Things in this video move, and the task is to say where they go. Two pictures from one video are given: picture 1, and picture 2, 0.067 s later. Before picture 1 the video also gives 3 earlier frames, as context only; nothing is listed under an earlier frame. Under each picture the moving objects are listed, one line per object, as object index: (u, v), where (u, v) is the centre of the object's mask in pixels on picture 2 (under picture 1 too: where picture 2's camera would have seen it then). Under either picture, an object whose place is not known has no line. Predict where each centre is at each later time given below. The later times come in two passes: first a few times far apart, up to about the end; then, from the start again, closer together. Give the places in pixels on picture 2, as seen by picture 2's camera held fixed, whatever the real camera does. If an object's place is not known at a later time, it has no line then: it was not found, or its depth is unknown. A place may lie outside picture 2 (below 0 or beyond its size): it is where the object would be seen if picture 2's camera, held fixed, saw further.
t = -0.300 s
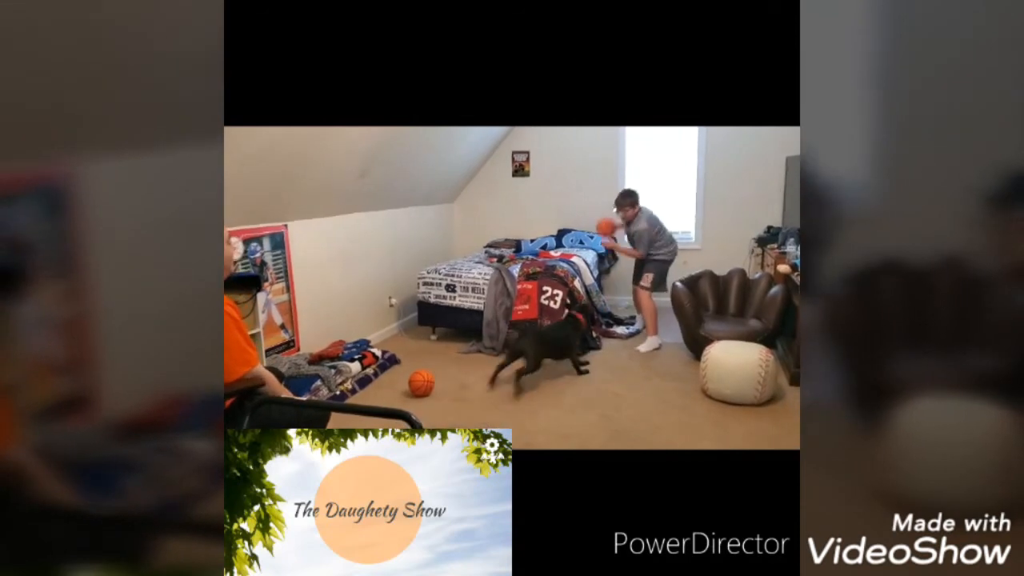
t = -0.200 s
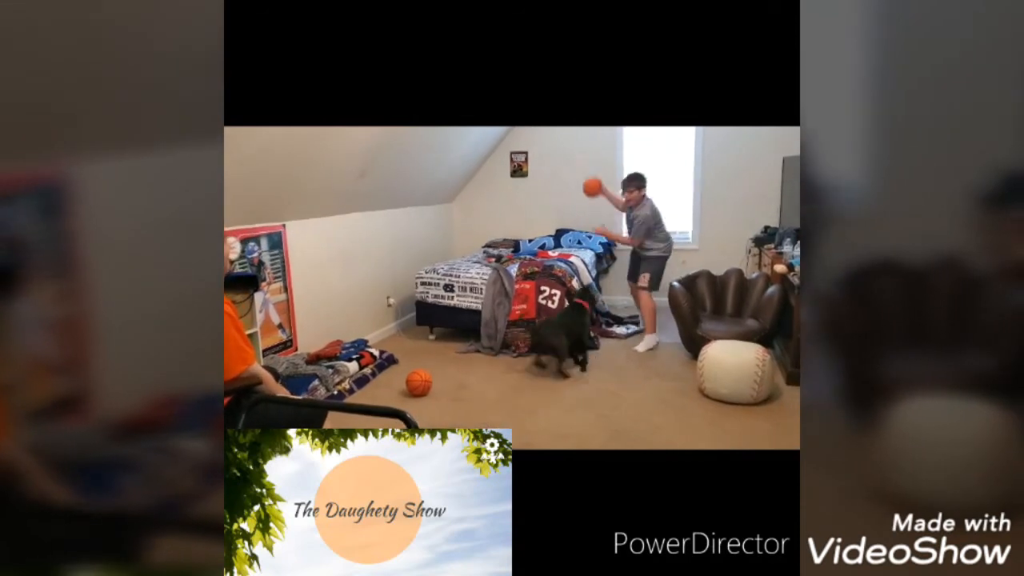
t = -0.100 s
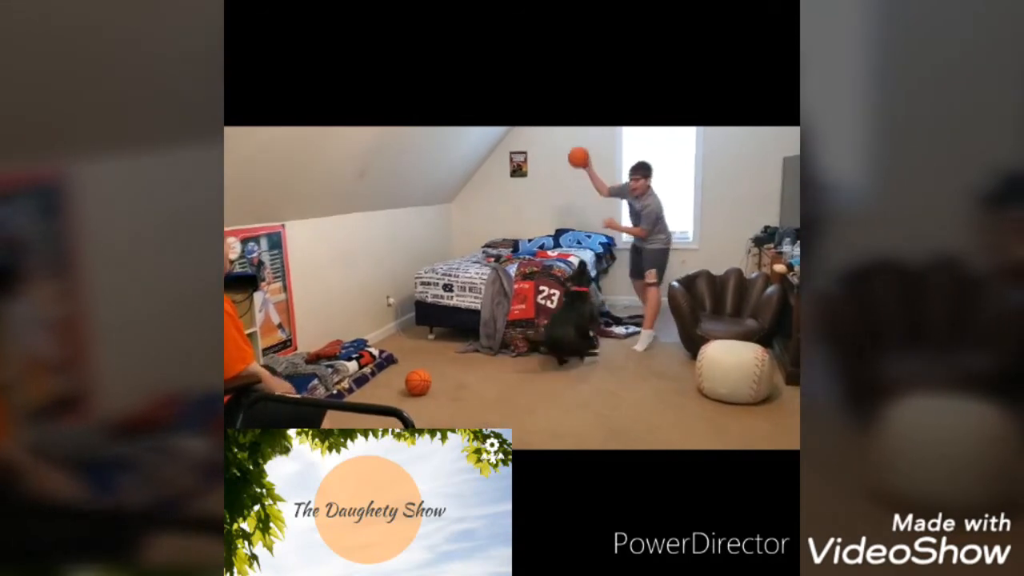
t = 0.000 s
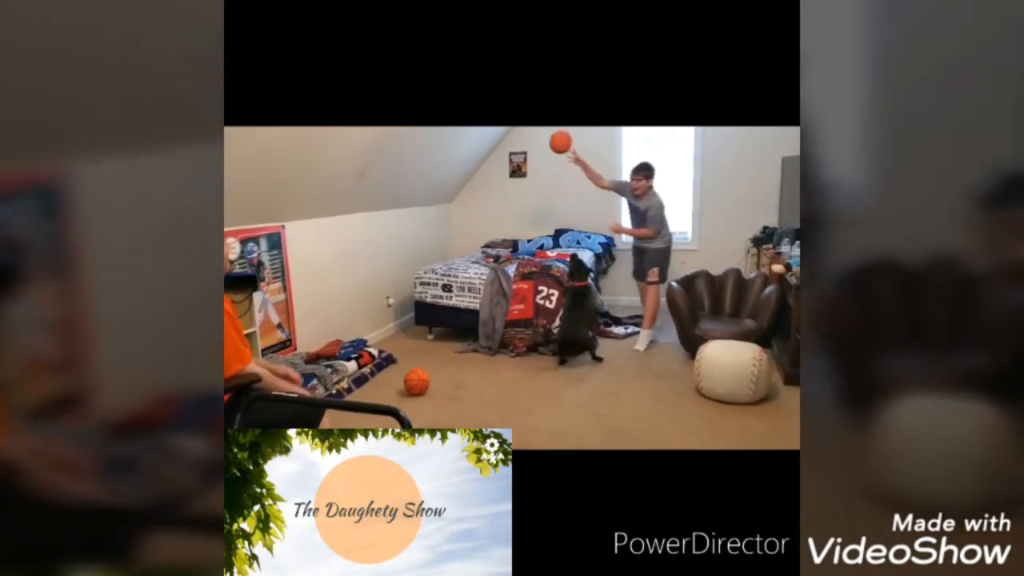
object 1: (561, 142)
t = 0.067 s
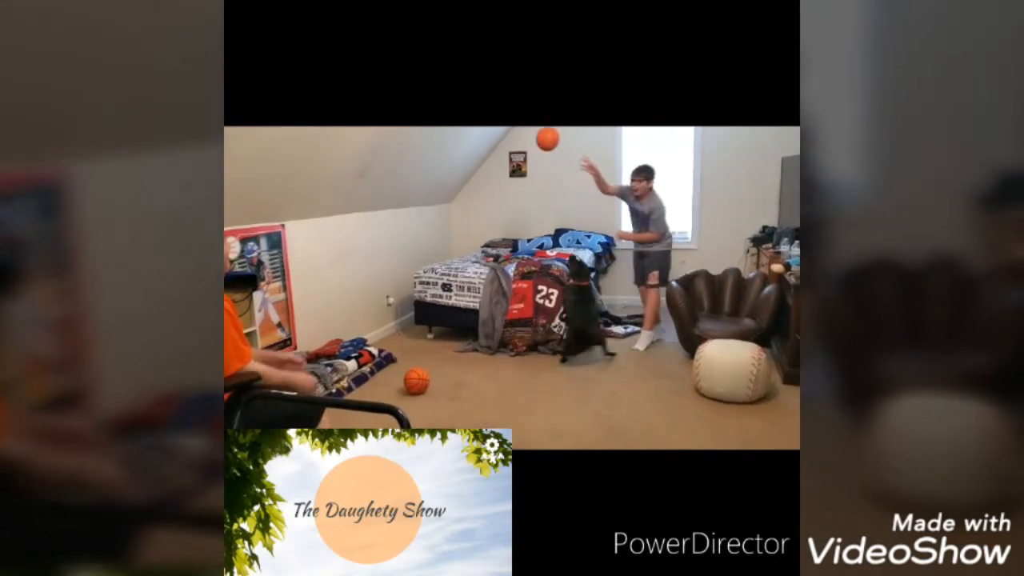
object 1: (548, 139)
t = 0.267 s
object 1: (507, 167)
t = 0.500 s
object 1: (447, 302)
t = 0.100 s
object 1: (541, 139)
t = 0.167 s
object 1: (528, 145)
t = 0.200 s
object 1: (522, 150)
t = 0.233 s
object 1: (515, 158)
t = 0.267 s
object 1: (507, 167)
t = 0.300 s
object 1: (500, 179)
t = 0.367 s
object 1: (484, 208)
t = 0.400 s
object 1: (475, 226)
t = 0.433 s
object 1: (467, 247)
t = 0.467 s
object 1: (458, 271)
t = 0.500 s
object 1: (447, 302)
